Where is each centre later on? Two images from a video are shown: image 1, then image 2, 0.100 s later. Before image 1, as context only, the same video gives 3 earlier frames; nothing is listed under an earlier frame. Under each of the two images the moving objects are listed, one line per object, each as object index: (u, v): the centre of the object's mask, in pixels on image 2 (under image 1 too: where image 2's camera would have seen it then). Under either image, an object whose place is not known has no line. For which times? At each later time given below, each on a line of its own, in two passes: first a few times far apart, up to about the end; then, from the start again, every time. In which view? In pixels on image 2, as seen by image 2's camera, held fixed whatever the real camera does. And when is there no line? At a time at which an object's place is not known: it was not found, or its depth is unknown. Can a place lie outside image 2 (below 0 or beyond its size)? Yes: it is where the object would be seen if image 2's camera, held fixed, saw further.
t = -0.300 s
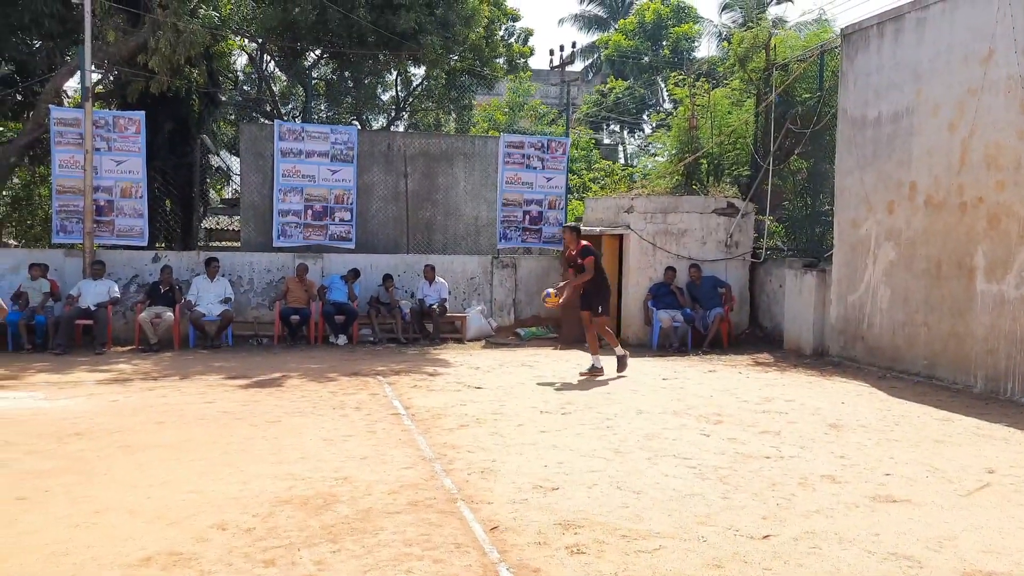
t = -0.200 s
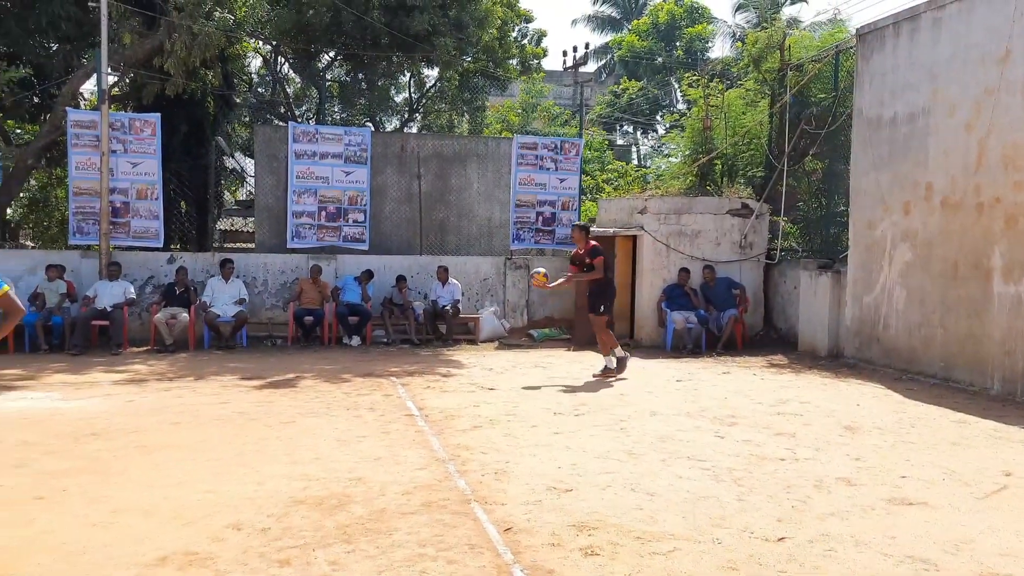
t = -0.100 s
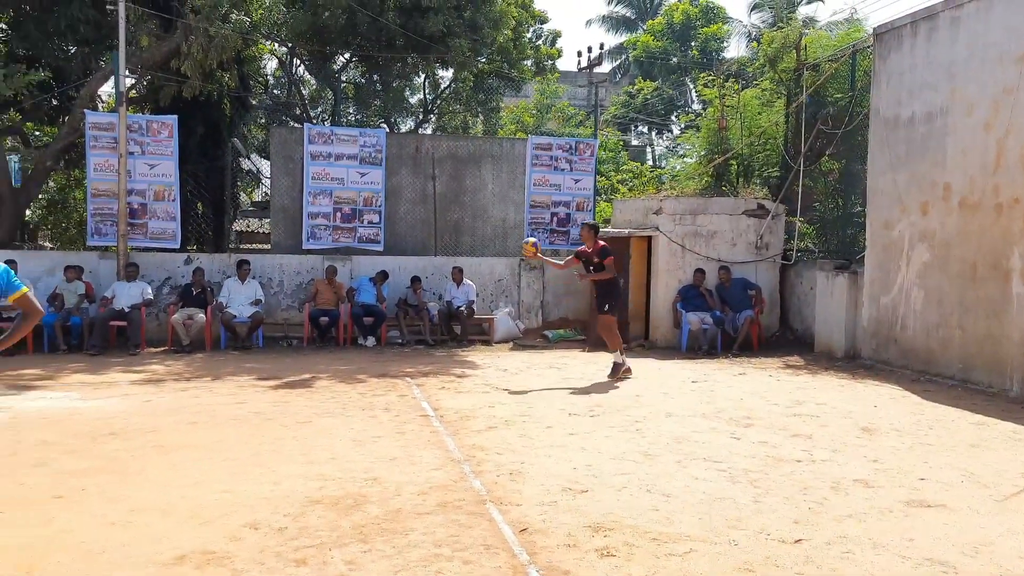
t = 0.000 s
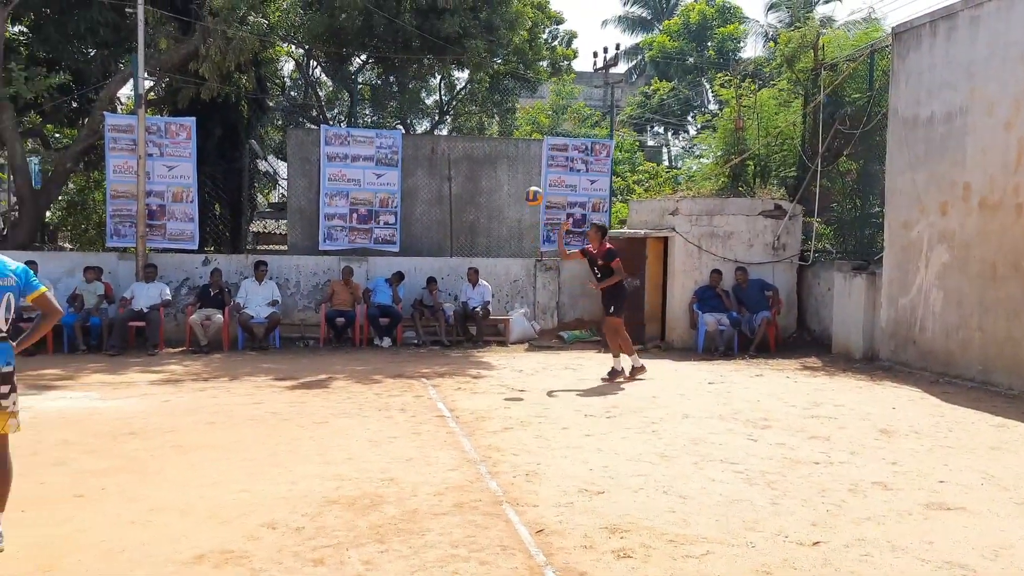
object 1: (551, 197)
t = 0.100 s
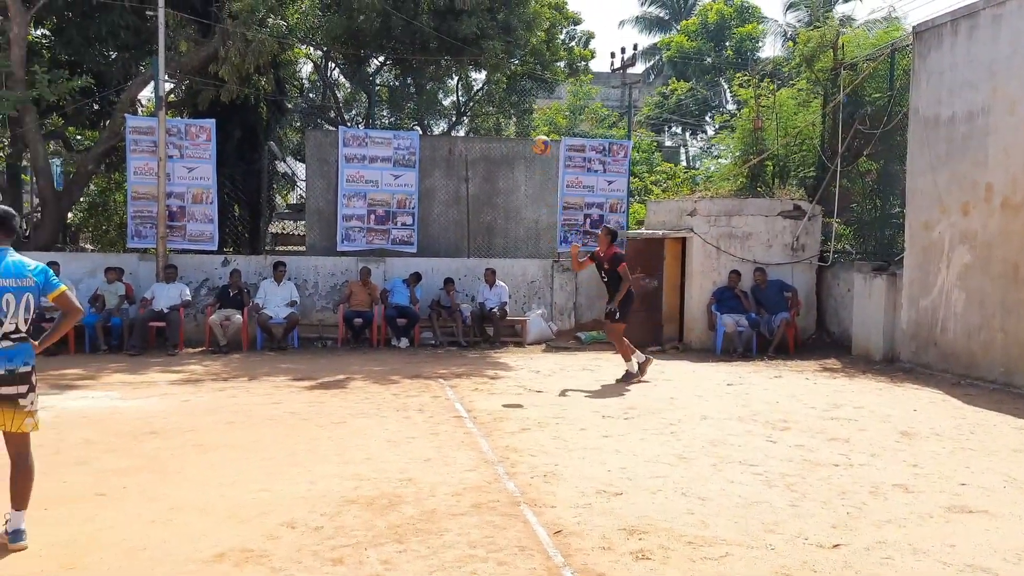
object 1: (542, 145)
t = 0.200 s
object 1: (530, 103)
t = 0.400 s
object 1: (509, 43)
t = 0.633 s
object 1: (483, 19)
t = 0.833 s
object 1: (460, 39)
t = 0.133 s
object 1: (538, 130)
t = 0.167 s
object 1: (534, 115)
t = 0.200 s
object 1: (530, 103)
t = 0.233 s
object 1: (528, 90)
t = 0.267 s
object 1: (524, 78)
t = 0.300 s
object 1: (520, 68)
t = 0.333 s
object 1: (517, 59)
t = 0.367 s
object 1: (512, 51)
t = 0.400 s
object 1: (509, 43)
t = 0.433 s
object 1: (506, 37)
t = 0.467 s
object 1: (502, 31)
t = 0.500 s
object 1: (498, 26)
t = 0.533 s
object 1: (494, 23)
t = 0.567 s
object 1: (490, 21)
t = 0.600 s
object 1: (486, 20)
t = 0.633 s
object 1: (483, 19)
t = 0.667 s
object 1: (479, 20)
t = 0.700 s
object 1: (475, 21)
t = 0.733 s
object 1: (471, 24)
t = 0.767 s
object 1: (467, 28)
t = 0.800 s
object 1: (463, 33)
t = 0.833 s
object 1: (460, 39)
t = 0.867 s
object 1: (456, 46)
